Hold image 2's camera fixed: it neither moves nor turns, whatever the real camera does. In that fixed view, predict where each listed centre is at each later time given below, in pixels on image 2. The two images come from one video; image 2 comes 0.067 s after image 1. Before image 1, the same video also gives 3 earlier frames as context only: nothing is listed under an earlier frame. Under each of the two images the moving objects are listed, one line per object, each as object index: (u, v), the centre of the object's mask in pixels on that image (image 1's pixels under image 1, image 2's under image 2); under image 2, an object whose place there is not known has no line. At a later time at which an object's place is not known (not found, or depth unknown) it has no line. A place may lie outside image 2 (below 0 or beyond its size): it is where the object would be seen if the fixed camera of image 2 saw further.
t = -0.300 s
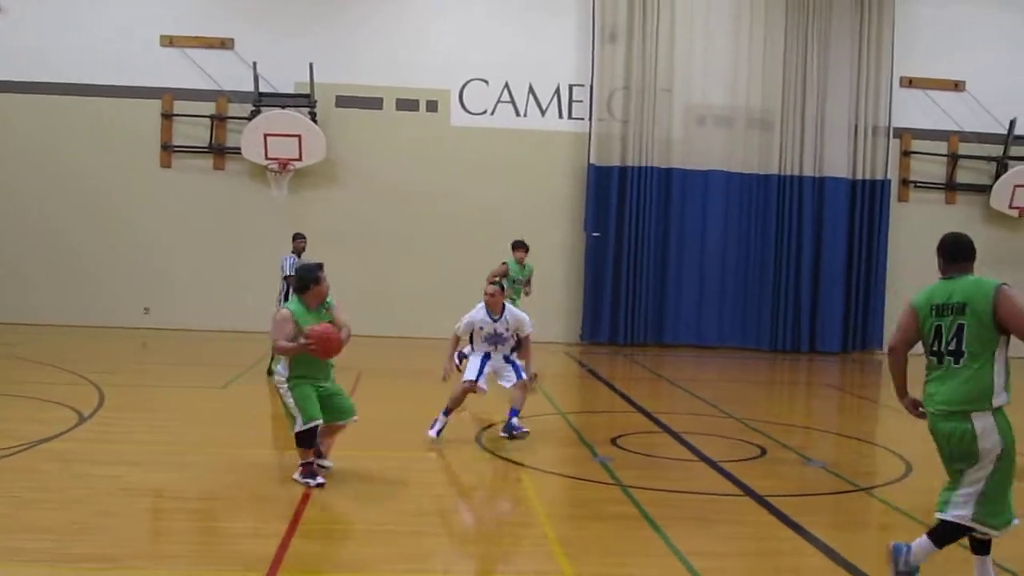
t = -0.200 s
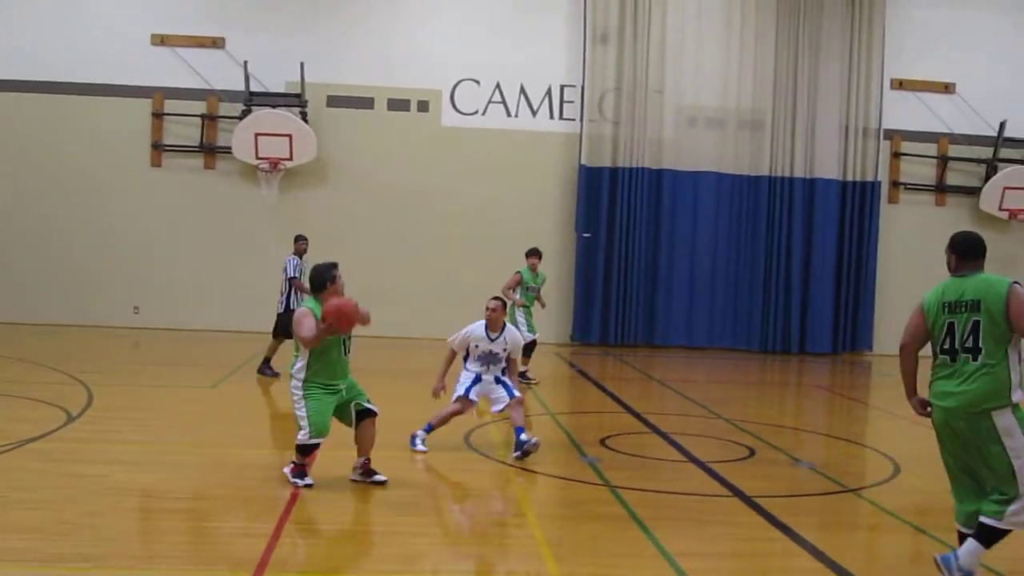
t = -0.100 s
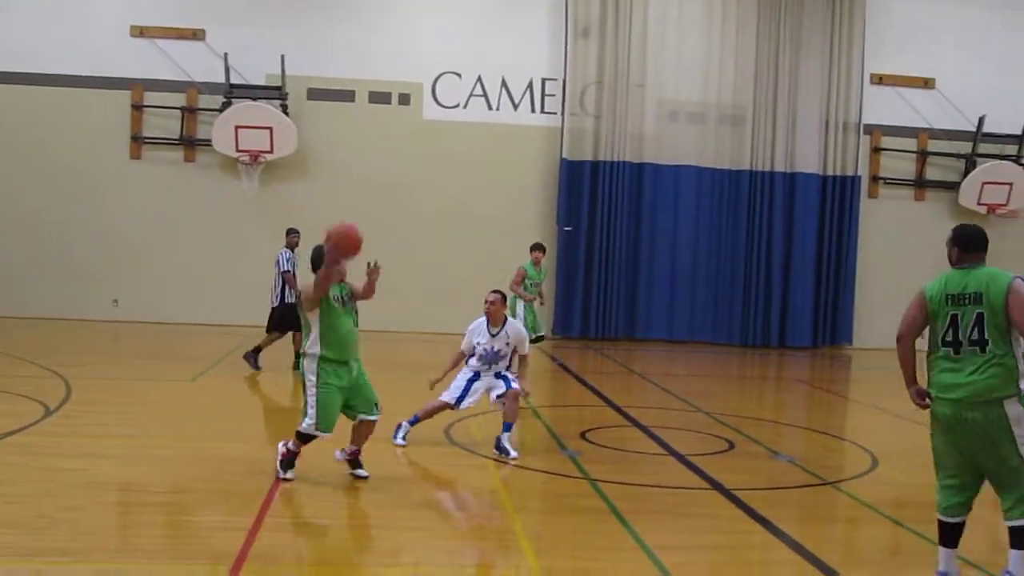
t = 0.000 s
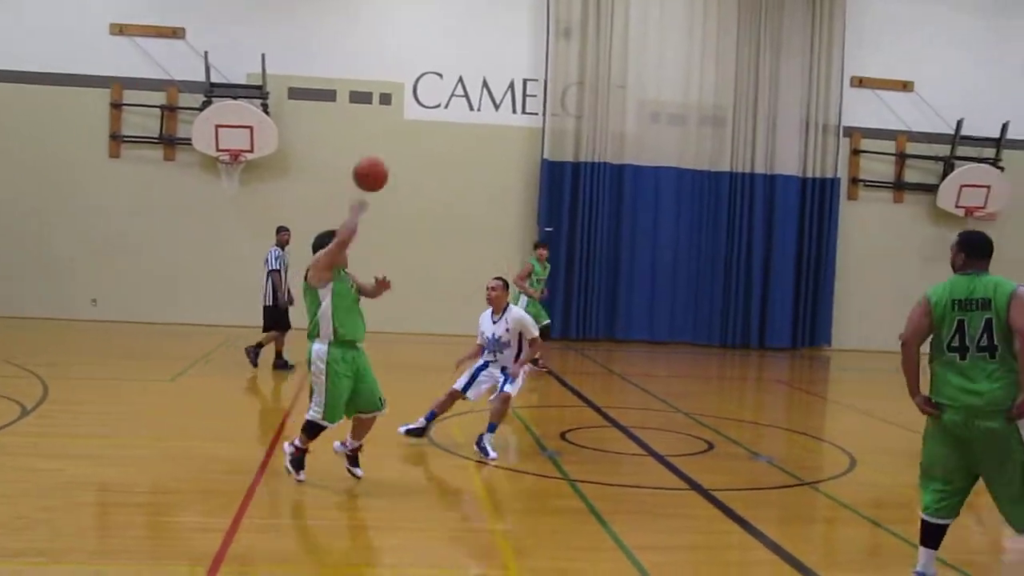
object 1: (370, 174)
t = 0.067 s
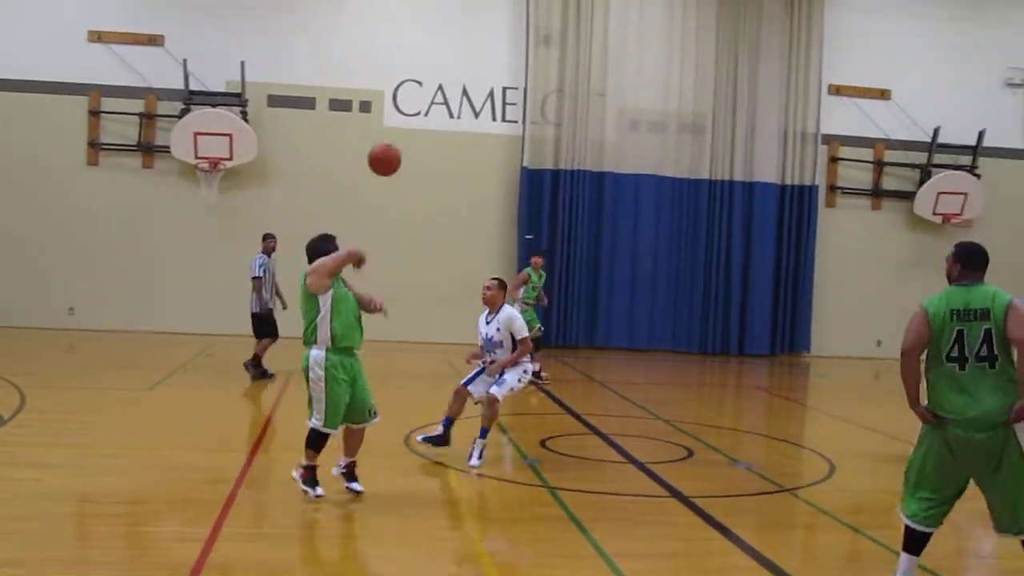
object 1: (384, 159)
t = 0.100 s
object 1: (401, 149)
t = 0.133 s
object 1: (417, 145)
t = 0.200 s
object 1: (446, 137)
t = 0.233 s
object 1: (458, 135)
